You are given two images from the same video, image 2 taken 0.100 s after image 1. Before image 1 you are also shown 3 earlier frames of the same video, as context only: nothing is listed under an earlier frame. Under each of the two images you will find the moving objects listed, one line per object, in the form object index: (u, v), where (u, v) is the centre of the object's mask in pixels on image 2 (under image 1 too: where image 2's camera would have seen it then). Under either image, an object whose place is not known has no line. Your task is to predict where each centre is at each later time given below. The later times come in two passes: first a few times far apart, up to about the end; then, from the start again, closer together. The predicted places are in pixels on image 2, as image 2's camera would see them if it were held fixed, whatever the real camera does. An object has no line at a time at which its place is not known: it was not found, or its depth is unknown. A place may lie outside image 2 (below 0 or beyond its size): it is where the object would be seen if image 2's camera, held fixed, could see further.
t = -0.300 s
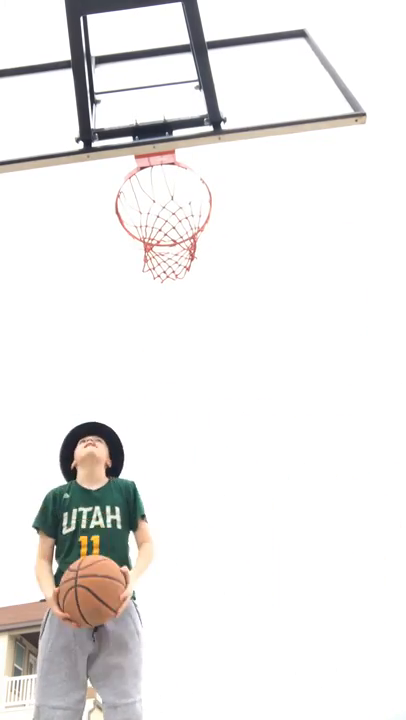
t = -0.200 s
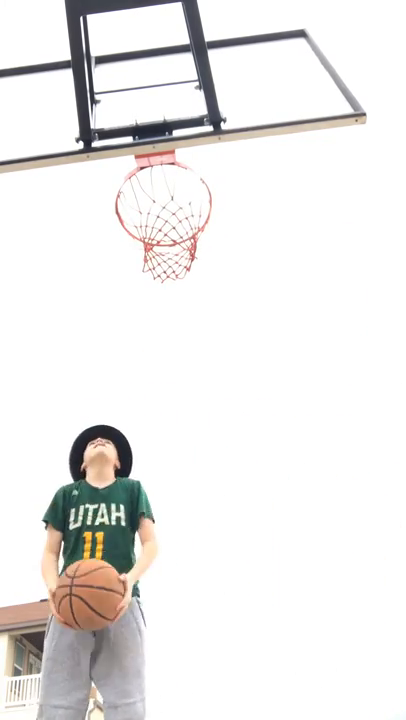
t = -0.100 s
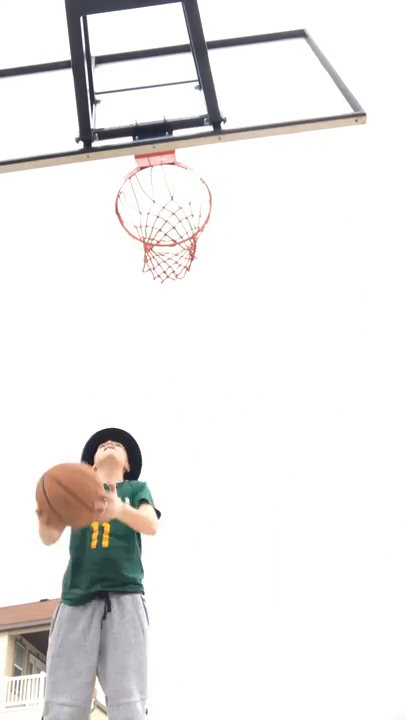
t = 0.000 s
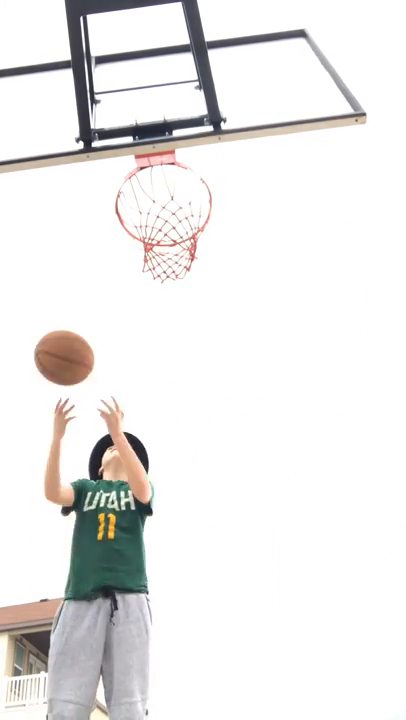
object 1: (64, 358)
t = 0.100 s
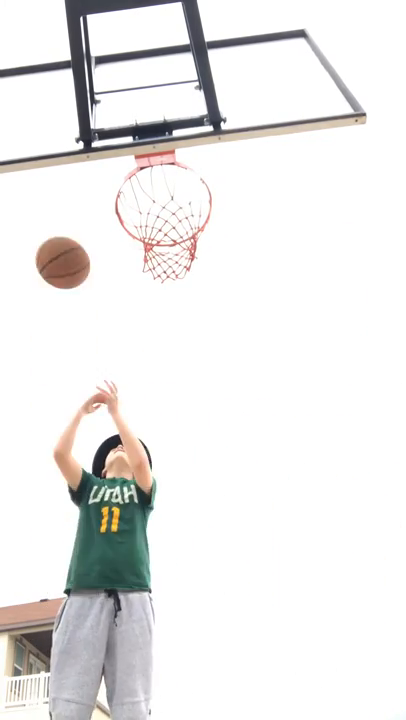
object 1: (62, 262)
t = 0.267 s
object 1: (61, 174)
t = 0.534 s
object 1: (74, 174)
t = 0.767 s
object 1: (86, 237)
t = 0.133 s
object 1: (62, 237)
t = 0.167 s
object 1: (61, 215)
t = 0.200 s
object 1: (60, 194)
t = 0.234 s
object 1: (60, 182)
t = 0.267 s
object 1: (61, 174)
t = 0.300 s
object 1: (60, 167)
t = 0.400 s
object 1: (67, 166)
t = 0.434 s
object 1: (70, 167)
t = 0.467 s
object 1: (71, 169)
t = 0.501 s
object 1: (73, 171)
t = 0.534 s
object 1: (74, 174)
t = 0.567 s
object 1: (76, 177)
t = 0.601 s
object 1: (78, 181)
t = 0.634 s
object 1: (79, 188)
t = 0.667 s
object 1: (81, 199)
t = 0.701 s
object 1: (83, 210)
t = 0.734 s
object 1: (85, 223)
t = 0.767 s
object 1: (86, 237)
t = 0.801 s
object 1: (88, 252)
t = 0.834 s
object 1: (89, 269)
